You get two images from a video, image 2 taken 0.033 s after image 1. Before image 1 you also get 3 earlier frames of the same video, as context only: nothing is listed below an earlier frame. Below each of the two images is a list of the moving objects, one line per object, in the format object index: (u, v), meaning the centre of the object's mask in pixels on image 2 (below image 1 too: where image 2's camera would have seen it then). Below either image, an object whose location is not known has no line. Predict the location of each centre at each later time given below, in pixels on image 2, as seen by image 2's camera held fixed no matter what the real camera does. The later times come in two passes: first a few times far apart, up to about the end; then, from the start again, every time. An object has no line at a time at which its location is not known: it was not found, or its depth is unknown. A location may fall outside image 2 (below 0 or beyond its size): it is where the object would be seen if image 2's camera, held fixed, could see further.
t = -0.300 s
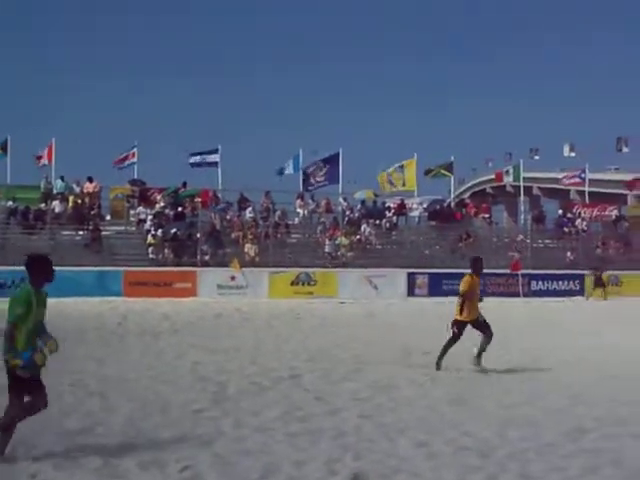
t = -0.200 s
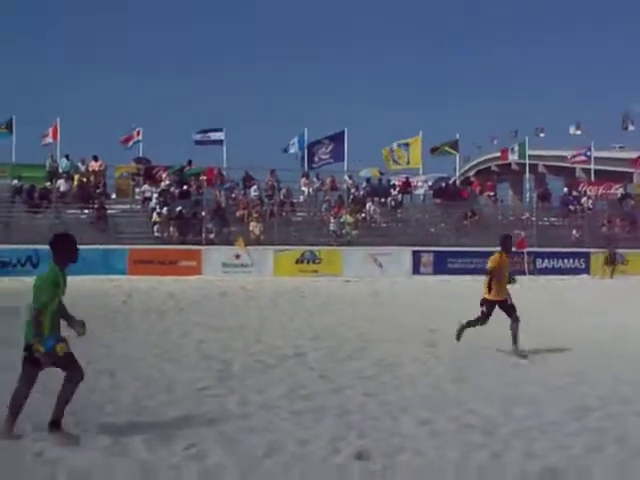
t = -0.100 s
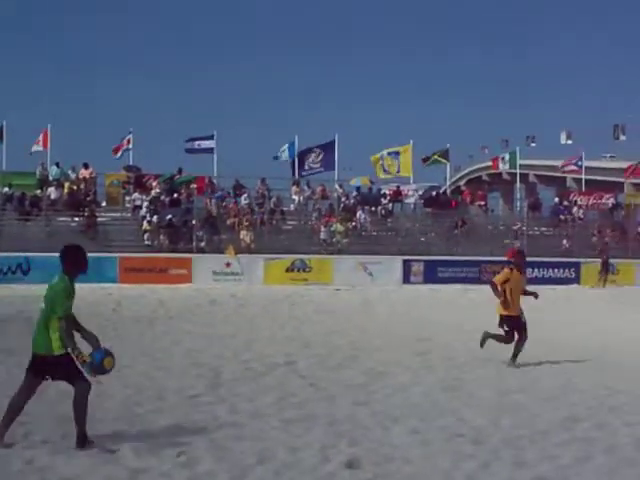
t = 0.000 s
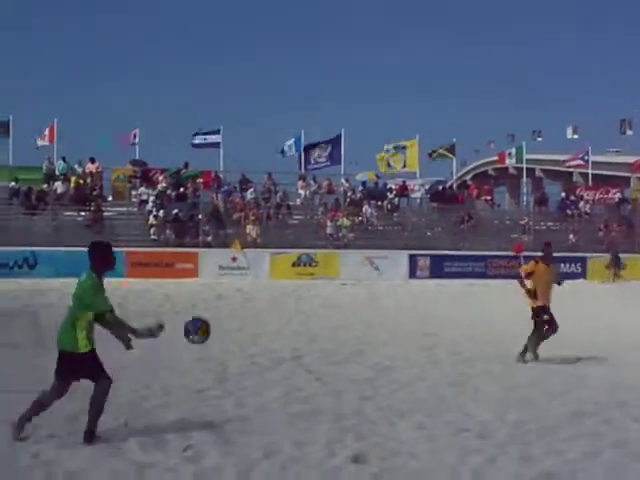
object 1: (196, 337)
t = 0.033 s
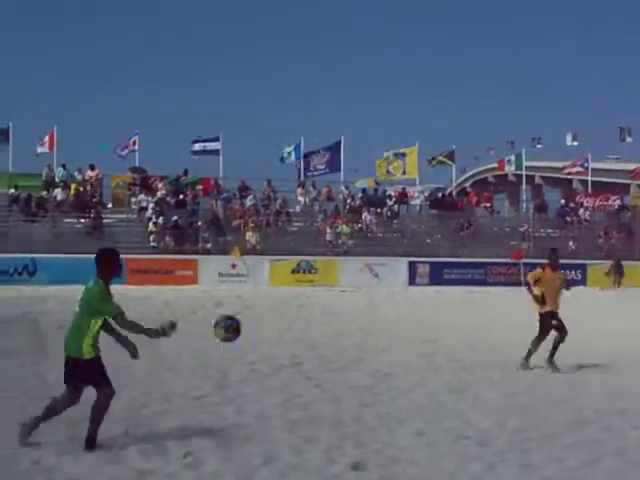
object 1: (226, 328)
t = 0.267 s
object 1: (430, 304)
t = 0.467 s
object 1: (583, 334)
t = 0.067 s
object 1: (257, 320)
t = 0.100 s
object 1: (287, 314)
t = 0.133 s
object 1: (317, 310)
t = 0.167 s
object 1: (346, 306)
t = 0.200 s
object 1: (375, 304)
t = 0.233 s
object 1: (402, 303)
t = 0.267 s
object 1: (430, 304)
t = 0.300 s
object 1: (457, 306)
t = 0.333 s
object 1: (483, 309)
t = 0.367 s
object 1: (509, 313)
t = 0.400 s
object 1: (534, 319)
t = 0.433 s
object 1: (558, 326)
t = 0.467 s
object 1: (583, 334)
